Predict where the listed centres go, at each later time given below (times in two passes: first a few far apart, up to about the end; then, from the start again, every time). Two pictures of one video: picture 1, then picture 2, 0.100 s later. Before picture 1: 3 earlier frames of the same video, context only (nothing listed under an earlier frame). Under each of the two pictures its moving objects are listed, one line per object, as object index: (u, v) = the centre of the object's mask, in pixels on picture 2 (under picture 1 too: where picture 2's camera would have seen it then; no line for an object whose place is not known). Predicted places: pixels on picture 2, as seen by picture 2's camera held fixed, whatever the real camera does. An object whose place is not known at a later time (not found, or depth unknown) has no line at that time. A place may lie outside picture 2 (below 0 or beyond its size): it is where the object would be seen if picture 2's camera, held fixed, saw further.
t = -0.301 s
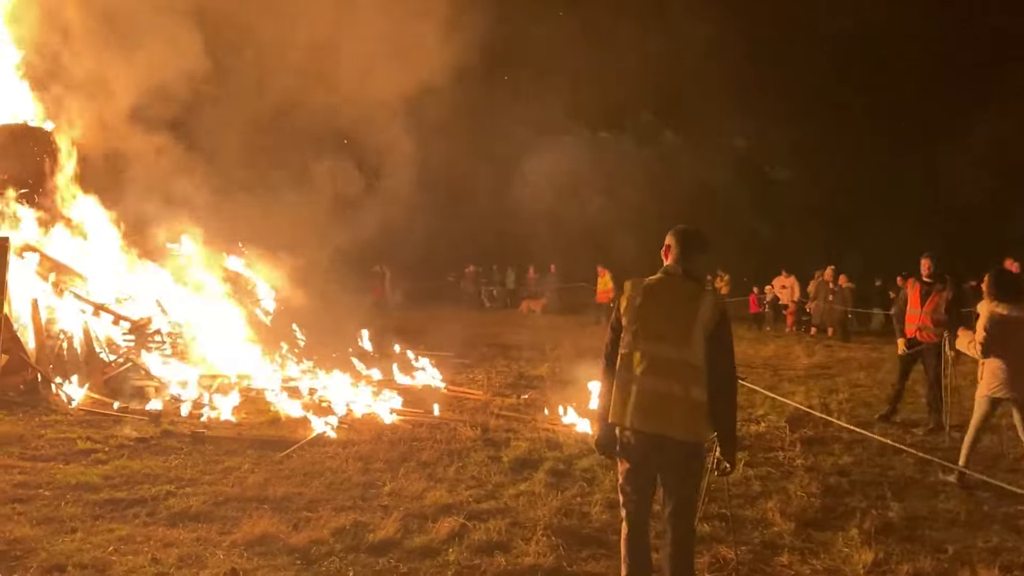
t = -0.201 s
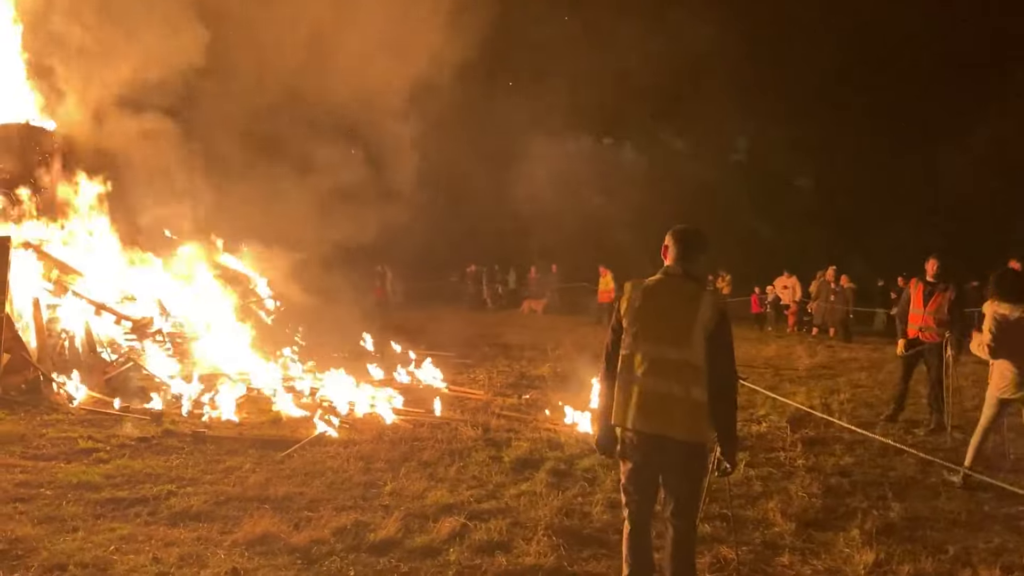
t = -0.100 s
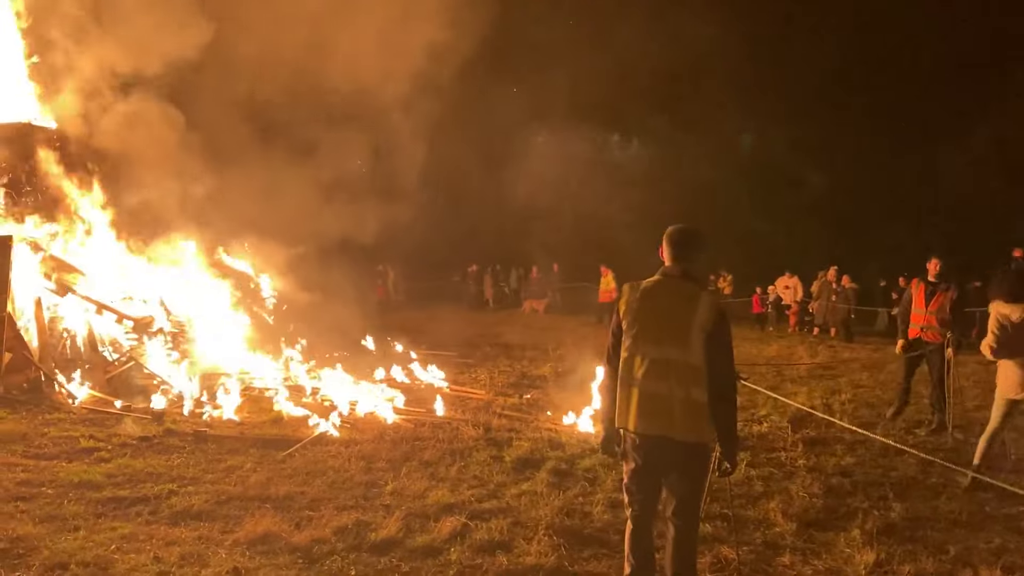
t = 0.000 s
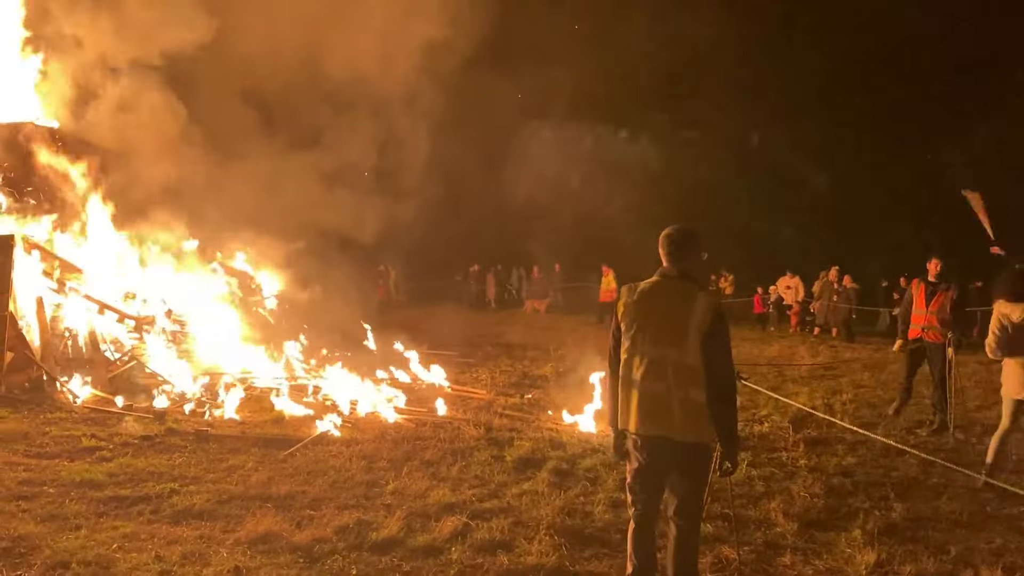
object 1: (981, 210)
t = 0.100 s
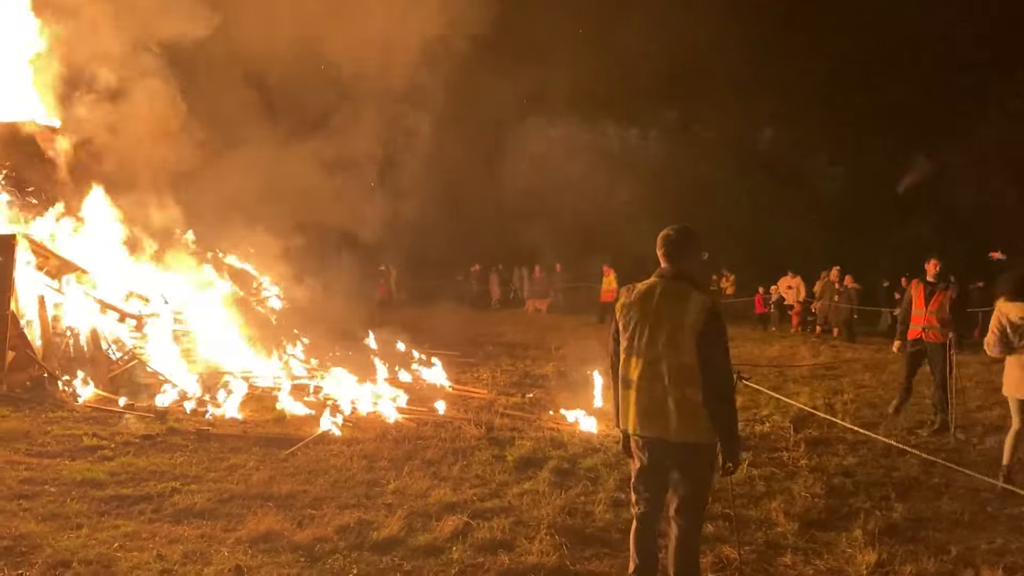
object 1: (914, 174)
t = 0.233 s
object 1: (820, 148)
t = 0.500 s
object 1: (656, 120)
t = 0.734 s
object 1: (512, 137)
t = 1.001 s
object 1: (365, 197)
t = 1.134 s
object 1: (304, 237)
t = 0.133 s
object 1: (889, 163)
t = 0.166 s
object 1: (864, 157)
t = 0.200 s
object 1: (841, 152)
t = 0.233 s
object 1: (820, 148)
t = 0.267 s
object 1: (799, 142)
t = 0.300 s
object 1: (779, 136)
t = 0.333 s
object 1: (758, 131)
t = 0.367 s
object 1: (736, 127)
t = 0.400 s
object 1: (715, 125)
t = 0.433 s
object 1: (696, 124)
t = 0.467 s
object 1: (680, 121)
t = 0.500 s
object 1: (656, 120)
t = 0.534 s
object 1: (634, 119)
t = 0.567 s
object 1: (613, 120)
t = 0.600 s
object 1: (591, 120)
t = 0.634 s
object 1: (573, 126)
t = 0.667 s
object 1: (552, 128)
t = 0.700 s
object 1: (531, 131)
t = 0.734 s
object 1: (512, 137)
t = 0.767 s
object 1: (495, 142)
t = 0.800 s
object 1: (476, 147)
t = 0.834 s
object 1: (457, 153)
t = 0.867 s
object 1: (438, 161)
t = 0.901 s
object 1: (419, 169)
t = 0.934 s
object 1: (401, 178)
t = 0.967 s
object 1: (384, 189)
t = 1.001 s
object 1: (365, 197)
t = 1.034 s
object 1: (347, 208)
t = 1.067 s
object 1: (331, 219)
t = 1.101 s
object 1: (325, 227)
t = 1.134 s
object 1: (304, 237)
